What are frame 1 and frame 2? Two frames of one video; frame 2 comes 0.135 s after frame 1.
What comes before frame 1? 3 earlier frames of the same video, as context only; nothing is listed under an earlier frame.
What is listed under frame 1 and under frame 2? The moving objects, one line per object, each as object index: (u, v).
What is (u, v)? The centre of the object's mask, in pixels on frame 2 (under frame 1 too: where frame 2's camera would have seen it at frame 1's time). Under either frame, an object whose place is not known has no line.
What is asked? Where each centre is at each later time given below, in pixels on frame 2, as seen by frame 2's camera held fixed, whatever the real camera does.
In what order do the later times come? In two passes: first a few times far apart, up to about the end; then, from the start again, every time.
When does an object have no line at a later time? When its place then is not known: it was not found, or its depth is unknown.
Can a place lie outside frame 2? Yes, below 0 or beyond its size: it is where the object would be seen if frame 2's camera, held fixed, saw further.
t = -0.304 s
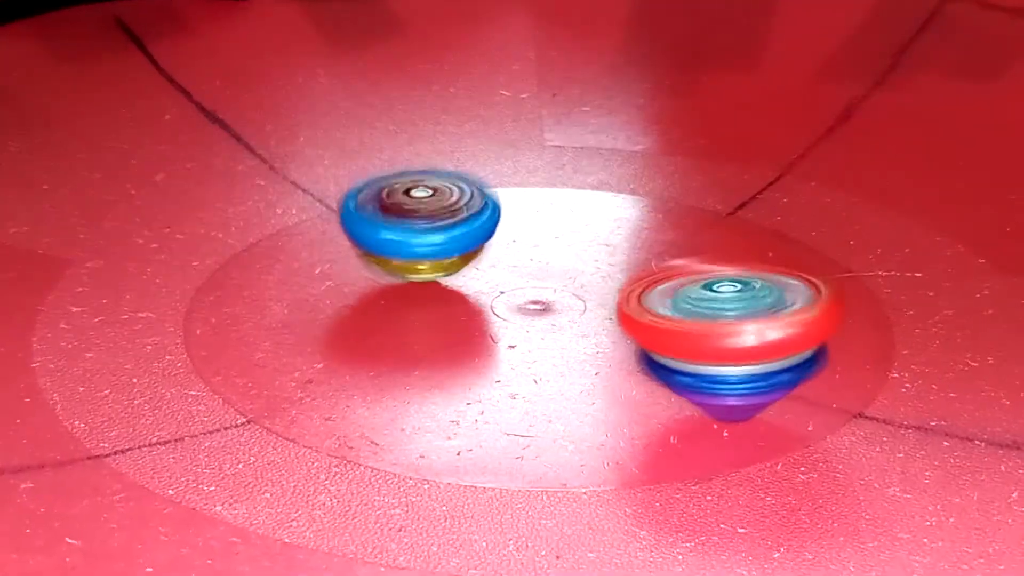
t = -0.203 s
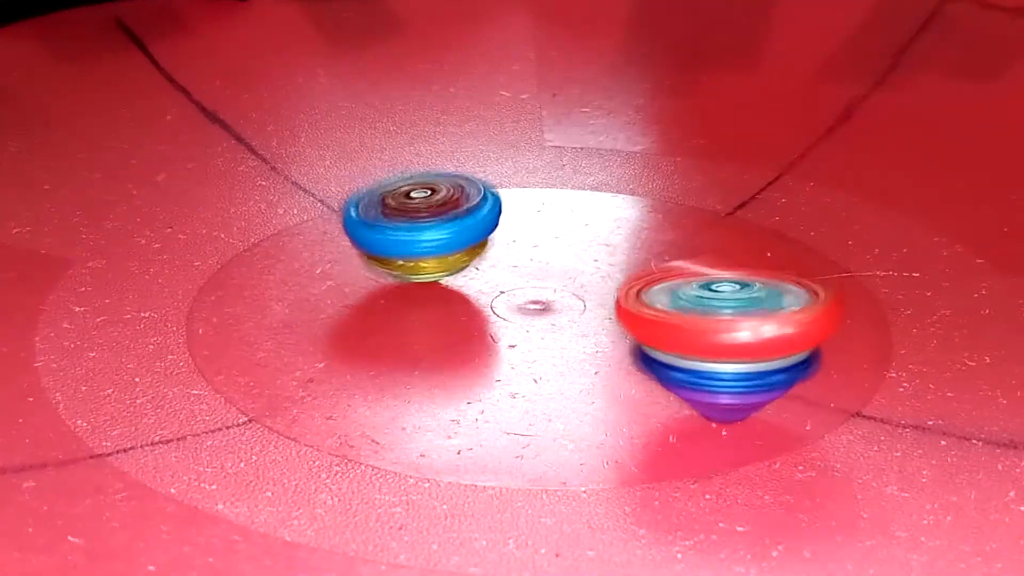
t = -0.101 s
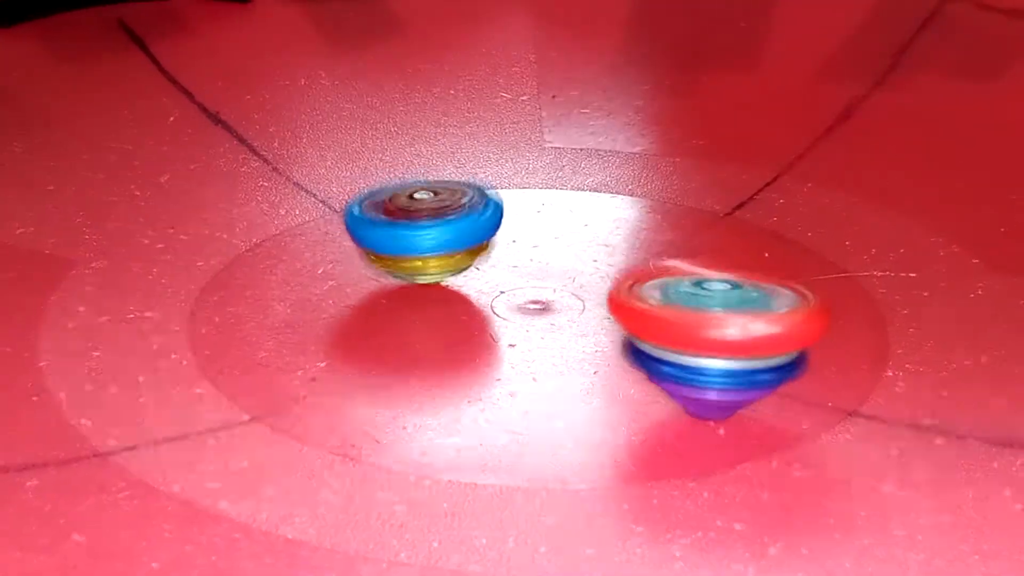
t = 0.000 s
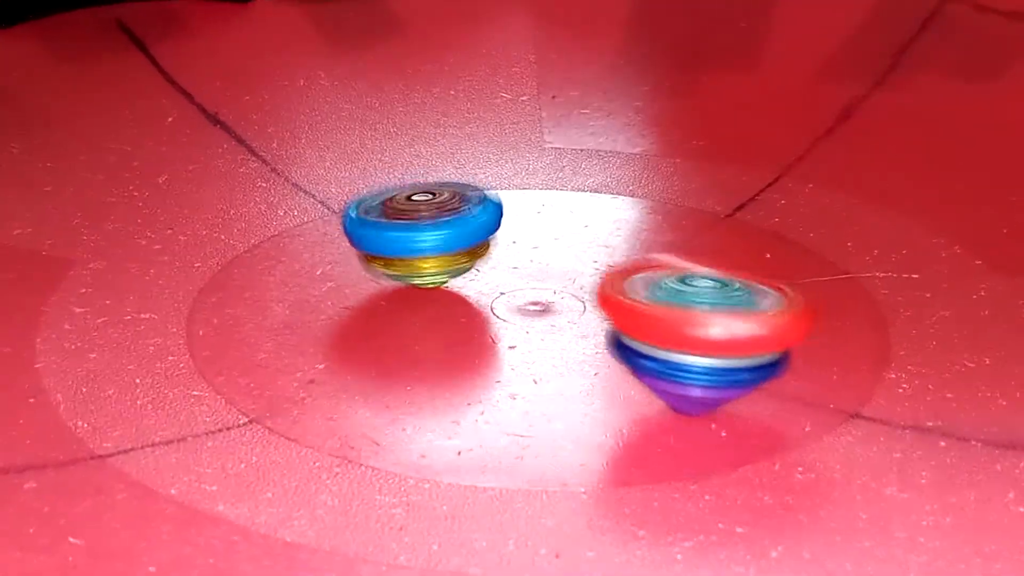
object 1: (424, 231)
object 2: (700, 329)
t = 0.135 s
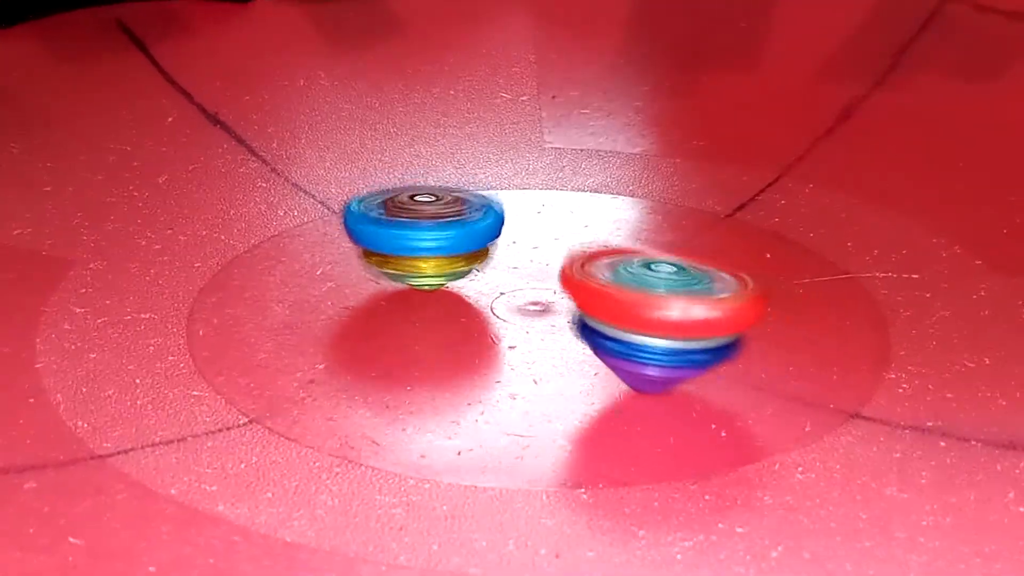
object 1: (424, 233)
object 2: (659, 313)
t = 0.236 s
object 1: (424, 234)
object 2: (627, 295)
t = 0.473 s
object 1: (422, 234)
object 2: (580, 249)
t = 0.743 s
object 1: (379, 208)
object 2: (724, 245)
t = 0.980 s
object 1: (381, 216)
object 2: (840, 248)
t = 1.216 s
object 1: (377, 236)
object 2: (854, 254)
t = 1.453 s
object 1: (362, 242)
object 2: (788, 263)
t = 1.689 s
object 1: (369, 239)
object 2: (640, 256)
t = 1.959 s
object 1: (344, 244)
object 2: (566, 230)
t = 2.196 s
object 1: (350, 236)
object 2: (585, 229)
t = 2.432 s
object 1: (375, 244)
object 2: (592, 234)
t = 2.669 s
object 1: (383, 262)
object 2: (588, 239)
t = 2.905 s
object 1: (366, 264)
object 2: (575, 238)
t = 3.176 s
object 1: (386, 249)
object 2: (560, 227)
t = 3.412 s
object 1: (399, 264)
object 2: (584, 219)
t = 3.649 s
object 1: (388, 263)
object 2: (632, 216)
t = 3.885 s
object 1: (400, 254)
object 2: (659, 226)
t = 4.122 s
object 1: (410, 263)
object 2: (648, 238)
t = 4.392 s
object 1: (404, 262)
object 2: (593, 241)
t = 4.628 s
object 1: (342, 251)
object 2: (609, 231)
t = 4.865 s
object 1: (340, 232)
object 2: (624, 227)
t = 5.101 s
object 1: (373, 237)
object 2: (626, 231)
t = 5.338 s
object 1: (384, 259)
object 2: (619, 233)
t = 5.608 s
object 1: (362, 267)
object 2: (613, 226)
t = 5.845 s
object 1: (375, 268)
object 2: (616, 221)
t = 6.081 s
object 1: (373, 268)
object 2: (618, 223)
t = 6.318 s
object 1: (373, 268)
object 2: (614, 224)
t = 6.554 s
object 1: (373, 268)
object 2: (607, 221)
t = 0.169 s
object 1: (424, 234)
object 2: (647, 308)
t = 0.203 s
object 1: (424, 233)
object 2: (637, 301)
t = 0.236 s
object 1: (424, 234)
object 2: (627, 295)
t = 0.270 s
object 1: (424, 234)
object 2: (618, 288)
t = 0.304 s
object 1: (424, 234)
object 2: (610, 282)
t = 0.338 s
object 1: (424, 234)
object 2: (602, 275)
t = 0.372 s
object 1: (423, 233)
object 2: (595, 269)
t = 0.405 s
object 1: (423, 234)
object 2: (589, 262)
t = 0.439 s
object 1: (422, 232)
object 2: (583, 256)
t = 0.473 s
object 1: (422, 234)
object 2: (580, 249)
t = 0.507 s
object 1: (420, 232)
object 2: (580, 241)
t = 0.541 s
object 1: (409, 226)
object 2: (599, 242)
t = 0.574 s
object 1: (387, 218)
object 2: (620, 245)
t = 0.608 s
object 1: (380, 215)
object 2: (638, 246)
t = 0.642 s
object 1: (372, 211)
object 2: (659, 245)
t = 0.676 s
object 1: (370, 209)
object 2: (681, 245)
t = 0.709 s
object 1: (375, 208)
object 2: (704, 246)
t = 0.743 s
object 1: (379, 208)
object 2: (724, 245)
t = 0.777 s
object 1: (379, 206)
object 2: (744, 244)
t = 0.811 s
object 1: (381, 209)
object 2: (768, 248)
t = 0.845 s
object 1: (378, 210)
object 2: (789, 246)
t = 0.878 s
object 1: (376, 211)
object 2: (808, 249)
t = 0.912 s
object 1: (376, 213)
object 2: (821, 247)
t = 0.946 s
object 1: (375, 214)
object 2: (830, 247)
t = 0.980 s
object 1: (381, 216)
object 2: (840, 248)
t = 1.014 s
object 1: (379, 219)
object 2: (847, 248)
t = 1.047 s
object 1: (382, 222)
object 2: (852, 250)
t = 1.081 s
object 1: (384, 224)
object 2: (853, 250)
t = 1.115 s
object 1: (382, 227)
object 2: (854, 251)
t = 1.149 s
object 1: (383, 230)
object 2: (855, 252)
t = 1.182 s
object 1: (381, 232)
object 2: (855, 253)
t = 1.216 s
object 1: (377, 236)
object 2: (854, 254)
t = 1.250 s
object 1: (375, 238)
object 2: (851, 256)
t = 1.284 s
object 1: (370, 239)
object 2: (847, 257)
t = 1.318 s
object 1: (367, 241)
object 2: (841, 258)
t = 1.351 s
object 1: (366, 241)
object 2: (830, 260)
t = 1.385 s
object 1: (360, 241)
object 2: (817, 260)
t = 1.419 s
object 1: (360, 242)
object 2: (803, 262)
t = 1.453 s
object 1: (362, 242)
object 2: (788, 263)
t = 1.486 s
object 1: (361, 239)
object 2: (770, 262)
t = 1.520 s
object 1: (362, 239)
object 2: (748, 263)
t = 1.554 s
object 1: (366, 240)
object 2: (725, 262)
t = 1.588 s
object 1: (369, 238)
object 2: (705, 262)
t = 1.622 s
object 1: (369, 239)
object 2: (683, 261)
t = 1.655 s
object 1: (369, 240)
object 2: (662, 258)
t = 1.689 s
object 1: (369, 239)
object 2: (640, 256)
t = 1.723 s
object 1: (372, 238)
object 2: (619, 253)
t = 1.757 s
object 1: (373, 242)
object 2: (597, 249)
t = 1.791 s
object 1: (376, 242)
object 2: (576, 246)
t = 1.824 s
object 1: (384, 242)
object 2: (557, 243)
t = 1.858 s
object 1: (367, 245)
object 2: (557, 234)
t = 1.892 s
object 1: (356, 246)
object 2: (561, 233)
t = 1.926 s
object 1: (349, 244)
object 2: (564, 231)
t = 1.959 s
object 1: (344, 244)
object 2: (566, 230)
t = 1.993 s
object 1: (342, 244)
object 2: (568, 229)
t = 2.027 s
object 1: (343, 243)
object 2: (569, 228)
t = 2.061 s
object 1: (341, 239)
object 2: (569, 227)
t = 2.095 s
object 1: (338, 238)
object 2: (570, 227)
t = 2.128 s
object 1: (339, 236)
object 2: (574, 227)
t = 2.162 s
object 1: (344, 238)
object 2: (582, 228)
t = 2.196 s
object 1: (350, 236)
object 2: (585, 229)
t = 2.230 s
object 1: (350, 235)
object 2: (585, 229)
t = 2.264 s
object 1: (355, 236)
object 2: (588, 230)
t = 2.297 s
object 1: (356, 238)
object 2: (589, 230)
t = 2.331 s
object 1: (360, 238)
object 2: (590, 231)
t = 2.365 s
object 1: (369, 238)
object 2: (592, 233)
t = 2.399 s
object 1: (372, 242)
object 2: (593, 233)
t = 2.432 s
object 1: (375, 244)
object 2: (592, 234)
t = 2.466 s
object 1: (383, 244)
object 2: (593, 235)
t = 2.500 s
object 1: (385, 248)
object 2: (594, 236)
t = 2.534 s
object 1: (383, 252)
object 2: (593, 237)
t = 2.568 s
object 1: (387, 254)
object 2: (592, 238)
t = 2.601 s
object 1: (390, 256)
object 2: (592, 238)
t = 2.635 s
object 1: (385, 259)
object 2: (590, 238)
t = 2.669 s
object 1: (383, 262)
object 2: (588, 239)
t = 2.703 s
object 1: (382, 265)
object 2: (588, 239)
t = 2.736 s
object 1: (380, 267)
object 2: (585, 240)
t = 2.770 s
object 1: (377, 267)
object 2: (583, 240)
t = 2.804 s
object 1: (375, 267)
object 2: (582, 240)
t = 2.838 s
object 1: (372, 266)
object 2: (579, 239)
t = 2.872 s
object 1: (368, 265)
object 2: (576, 239)
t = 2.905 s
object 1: (366, 264)
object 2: (575, 238)
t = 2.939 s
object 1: (368, 264)
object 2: (574, 237)
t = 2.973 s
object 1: (375, 263)
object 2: (571, 236)
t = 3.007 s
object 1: (372, 257)
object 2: (568, 235)
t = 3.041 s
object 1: (368, 253)
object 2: (567, 233)
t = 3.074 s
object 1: (372, 252)
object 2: (565, 232)
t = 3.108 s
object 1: (380, 254)
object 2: (563, 230)
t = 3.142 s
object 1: (383, 252)
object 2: (562, 229)
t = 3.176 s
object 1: (386, 249)
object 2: (560, 227)
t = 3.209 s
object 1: (392, 250)
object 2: (558, 226)
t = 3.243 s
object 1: (394, 253)
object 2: (559, 225)
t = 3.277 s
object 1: (397, 254)
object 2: (560, 224)
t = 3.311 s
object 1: (405, 253)
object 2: (562, 223)
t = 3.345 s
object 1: (409, 254)
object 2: (567, 222)
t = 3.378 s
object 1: (401, 259)
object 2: (575, 221)
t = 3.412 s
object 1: (399, 264)
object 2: (584, 219)
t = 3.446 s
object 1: (402, 265)
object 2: (591, 218)
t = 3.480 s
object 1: (403, 265)
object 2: (599, 217)
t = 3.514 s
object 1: (400, 266)
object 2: (606, 216)
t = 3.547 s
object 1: (396, 266)
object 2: (614, 215)
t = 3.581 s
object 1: (395, 267)
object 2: (621, 216)
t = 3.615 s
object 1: (394, 265)
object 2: (627, 215)
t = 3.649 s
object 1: (388, 263)
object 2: (632, 216)
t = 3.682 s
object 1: (384, 260)
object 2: (640, 217)
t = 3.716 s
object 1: (383, 260)
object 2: (643, 219)
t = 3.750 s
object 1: (387, 261)
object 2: (649, 219)
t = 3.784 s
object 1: (395, 262)
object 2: (653, 221)
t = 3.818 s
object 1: (399, 258)
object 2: (655, 222)
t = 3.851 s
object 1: (397, 254)
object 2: (657, 224)
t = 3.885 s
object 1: (400, 254)
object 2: (659, 226)
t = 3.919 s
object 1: (403, 255)
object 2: (658, 228)
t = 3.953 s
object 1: (405, 255)
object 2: (659, 229)
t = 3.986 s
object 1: (406, 256)
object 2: (659, 232)
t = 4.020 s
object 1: (412, 256)
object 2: (658, 232)
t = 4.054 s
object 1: (411, 257)
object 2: (656, 235)
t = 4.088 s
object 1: (408, 260)
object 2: (654, 236)
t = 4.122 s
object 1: (410, 263)
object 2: (648, 238)
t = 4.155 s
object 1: (414, 265)
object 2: (644, 239)
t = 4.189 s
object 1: (414, 265)
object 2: (639, 240)
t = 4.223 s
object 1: (412, 266)
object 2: (632, 241)
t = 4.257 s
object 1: (408, 267)
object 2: (625, 242)
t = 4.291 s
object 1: (405, 267)
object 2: (617, 242)
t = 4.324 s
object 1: (405, 267)
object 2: (608, 242)
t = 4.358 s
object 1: (405, 266)
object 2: (601, 242)
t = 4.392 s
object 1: (404, 262)
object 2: (593, 241)
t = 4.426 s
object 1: (406, 261)
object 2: (585, 240)
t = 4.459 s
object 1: (412, 263)
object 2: (577, 239)
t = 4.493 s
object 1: (399, 257)
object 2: (580, 238)
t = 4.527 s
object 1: (375, 257)
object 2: (595, 235)
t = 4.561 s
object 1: (362, 256)
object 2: (604, 234)
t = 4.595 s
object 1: (349, 253)
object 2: (607, 232)
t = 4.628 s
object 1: (342, 251)
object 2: (609, 231)
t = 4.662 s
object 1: (334, 248)
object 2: (611, 230)
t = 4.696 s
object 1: (332, 245)
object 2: (614, 229)
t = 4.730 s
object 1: (327, 240)
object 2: (618, 229)
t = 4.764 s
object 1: (326, 237)
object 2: (619, 228)
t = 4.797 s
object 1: (330, 234)
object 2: (621, 227)
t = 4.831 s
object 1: (334, 233)
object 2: (623, 227)
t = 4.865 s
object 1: (340, 232)
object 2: (624, 227)
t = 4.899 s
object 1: (346, 232)
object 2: (625, 228)
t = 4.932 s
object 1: (351, 231)
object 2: (626, 228)
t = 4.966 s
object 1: (354, 231)
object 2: (627, 229)
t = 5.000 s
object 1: (359, 231)
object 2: (627, 229)
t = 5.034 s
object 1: (364, 232)
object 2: (627, 231)
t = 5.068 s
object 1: (369, 233)
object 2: (627, 231)
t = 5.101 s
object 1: (373, 237)
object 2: (626, 231)
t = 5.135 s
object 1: (374, 240)
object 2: (627, 232)
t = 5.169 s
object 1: (374, 244)
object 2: (627, 232)
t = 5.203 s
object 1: (379, 246)
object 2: (625, 233)
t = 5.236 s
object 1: (378, 250)
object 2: (624, 233)
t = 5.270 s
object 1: (383, 252)
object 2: (623, 233)
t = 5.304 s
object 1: (382, 257)
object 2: (622, 233)
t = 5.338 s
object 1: (384, 259)
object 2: (619, 233)
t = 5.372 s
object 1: (381, 262)
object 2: (618, 233)
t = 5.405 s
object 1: (381, 263)
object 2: (616, 232)
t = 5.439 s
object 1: (375, 265)
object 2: (615, 232)
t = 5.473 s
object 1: (372, 267)
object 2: (614, 231)
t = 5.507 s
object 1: (368, 267)
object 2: (614, 230)
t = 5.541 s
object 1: (363, 268)
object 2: (614, 228)
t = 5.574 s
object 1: (362, 269)
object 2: (613, 227)
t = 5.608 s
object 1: (362, 267)
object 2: (613, 226)
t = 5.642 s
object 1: (362, 266)
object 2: (613, 225)
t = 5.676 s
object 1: (361, 267)
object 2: (613, 224)
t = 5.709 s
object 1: (364, 267)
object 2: (614, 223)
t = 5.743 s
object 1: (366, 267)
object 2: (615, 222)
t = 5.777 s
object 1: (369, 266)
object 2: (616, 222)
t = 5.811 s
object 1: (386, 266)
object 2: (616, 221)
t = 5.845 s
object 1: (375, 268)
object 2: (616, 221)
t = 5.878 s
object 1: (374, 268)
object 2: (617, 221)
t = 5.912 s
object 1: (373, 268)
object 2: (617, 221)
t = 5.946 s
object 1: (373, 268)
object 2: (618, 221)
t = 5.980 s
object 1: (373, 268)
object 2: (617, 221)
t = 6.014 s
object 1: (373, 268)
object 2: (618, 222)
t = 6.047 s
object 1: (373, 268)
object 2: (618, 222)
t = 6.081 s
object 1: (373, 268)
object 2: (618, 223)
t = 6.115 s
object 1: (373, 268)
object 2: (618, 223)
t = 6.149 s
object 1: (373, 268)
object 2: (618, 224)
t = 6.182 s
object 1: (373, 268)
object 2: (618, 224)
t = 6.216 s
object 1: (375, 267)
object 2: (617, 224)
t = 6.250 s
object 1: (374, 269)
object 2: (617, 225)
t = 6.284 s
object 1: (373, 268)
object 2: (615, 224)
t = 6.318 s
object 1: (373, 268)
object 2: (614, 224)
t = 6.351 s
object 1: (373, 268)
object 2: (613, 224)
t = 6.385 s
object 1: (373, 268)
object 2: (610, 224)
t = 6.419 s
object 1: (373, 268)
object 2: (610, 223)
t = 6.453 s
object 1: (373, 268)
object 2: (608, 223)
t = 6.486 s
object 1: (373, 268)
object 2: (607, 222)
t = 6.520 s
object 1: (373, 268)
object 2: (606, 221)
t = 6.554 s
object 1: (373, 268)
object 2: (607, 221)
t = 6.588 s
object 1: (373, 268)
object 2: (606, 220)
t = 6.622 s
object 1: (373, 268)
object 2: (605, 219)
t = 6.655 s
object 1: (373, 268)
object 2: (605, 218)
